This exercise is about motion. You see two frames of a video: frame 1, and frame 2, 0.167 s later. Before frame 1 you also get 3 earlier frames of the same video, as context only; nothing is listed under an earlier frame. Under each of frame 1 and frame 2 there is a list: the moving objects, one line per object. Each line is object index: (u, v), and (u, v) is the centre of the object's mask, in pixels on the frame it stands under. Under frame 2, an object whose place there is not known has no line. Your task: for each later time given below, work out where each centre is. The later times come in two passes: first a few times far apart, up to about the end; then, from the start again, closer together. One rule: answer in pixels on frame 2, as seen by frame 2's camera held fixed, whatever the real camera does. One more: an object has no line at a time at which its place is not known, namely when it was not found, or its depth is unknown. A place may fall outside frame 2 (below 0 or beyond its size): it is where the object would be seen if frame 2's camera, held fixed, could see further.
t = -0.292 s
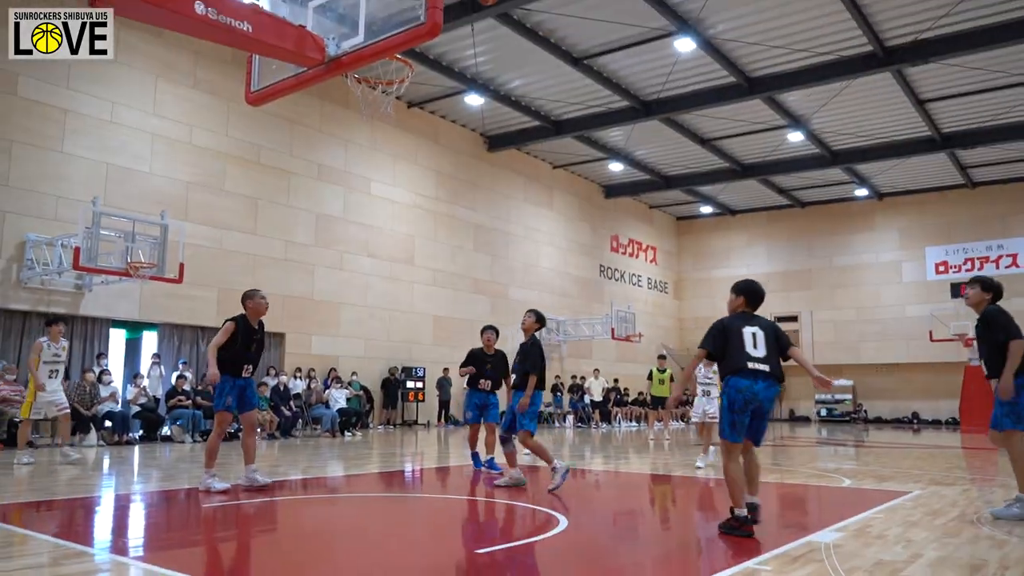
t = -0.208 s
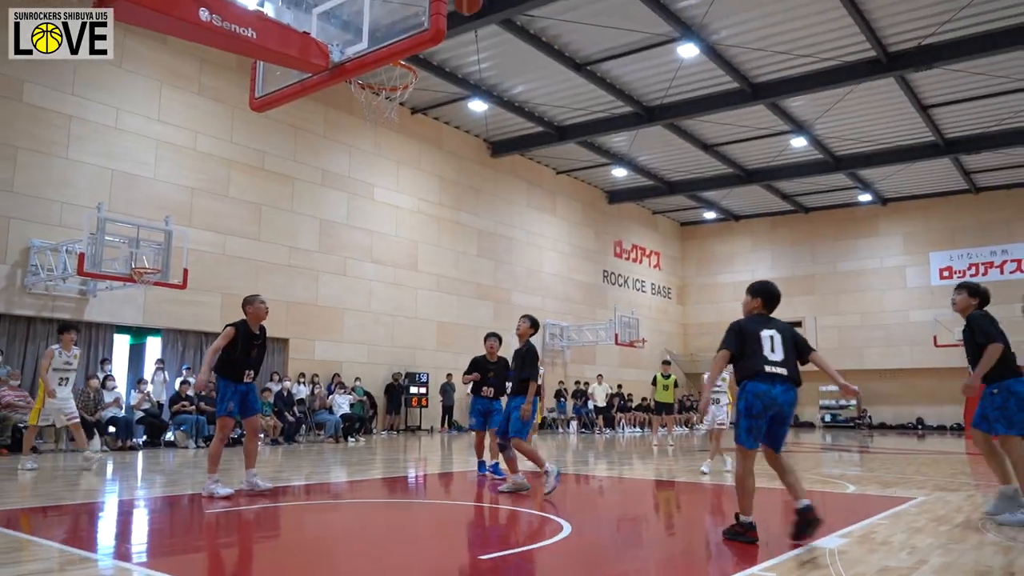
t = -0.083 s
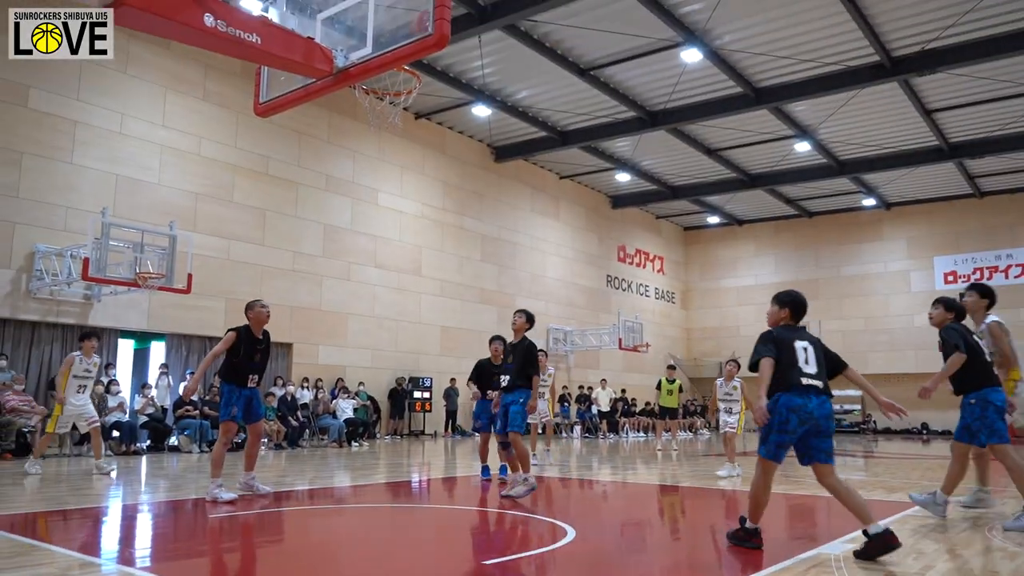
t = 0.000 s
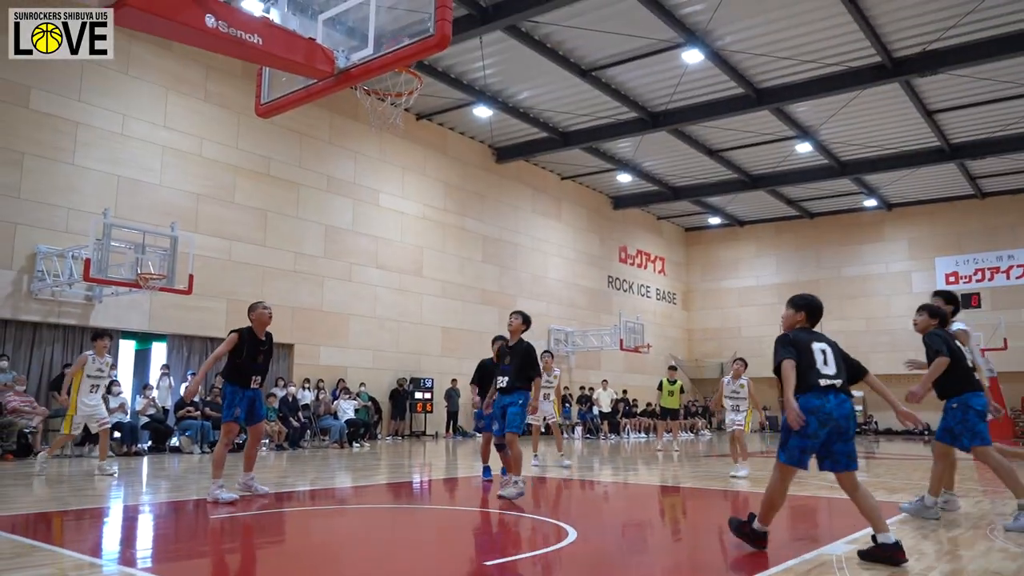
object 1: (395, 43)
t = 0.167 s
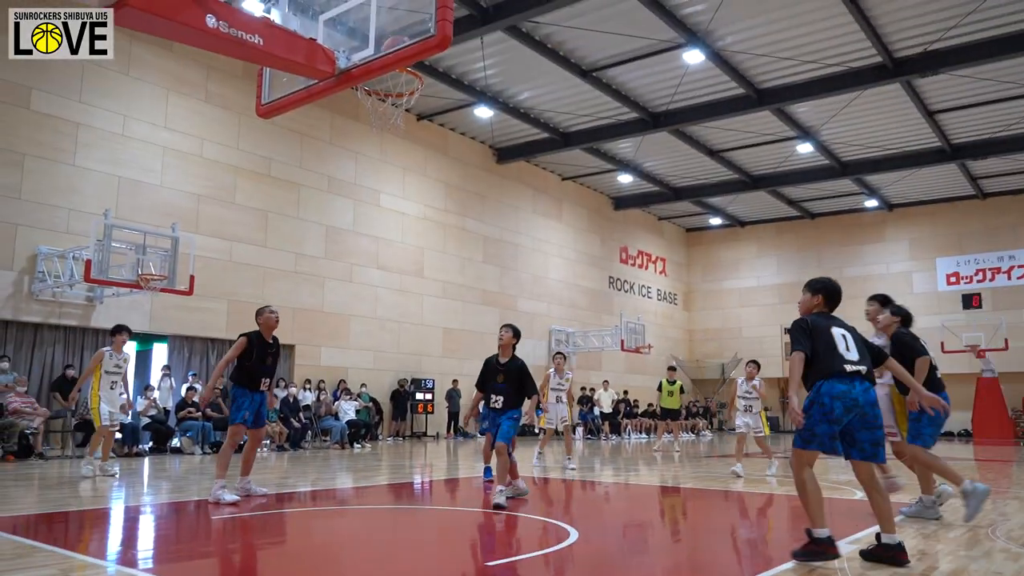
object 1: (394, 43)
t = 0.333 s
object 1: (458, 28)
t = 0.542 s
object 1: (504, 43)
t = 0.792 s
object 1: (572, 131)
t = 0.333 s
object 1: (458, 28)
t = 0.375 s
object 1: (462, 27)
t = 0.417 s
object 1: (470, 27)
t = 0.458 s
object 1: (480, 30)
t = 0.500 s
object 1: (494, 37)
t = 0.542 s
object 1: (504, 43)
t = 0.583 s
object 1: (517, 54)
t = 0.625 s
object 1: (526, 64)
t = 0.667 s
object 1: (540, 81)
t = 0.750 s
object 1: (562, 115)
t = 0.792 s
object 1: (572, 131)
